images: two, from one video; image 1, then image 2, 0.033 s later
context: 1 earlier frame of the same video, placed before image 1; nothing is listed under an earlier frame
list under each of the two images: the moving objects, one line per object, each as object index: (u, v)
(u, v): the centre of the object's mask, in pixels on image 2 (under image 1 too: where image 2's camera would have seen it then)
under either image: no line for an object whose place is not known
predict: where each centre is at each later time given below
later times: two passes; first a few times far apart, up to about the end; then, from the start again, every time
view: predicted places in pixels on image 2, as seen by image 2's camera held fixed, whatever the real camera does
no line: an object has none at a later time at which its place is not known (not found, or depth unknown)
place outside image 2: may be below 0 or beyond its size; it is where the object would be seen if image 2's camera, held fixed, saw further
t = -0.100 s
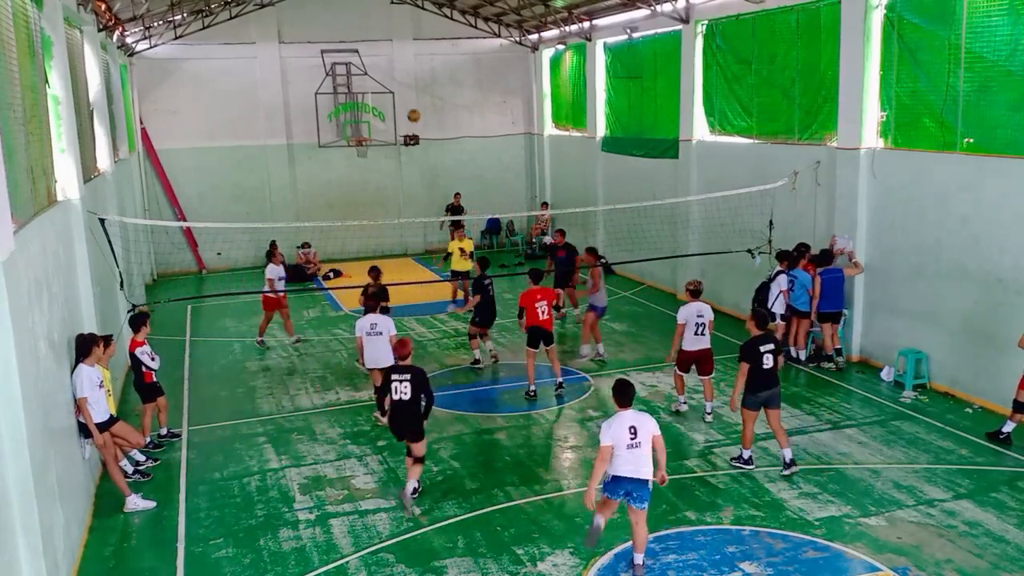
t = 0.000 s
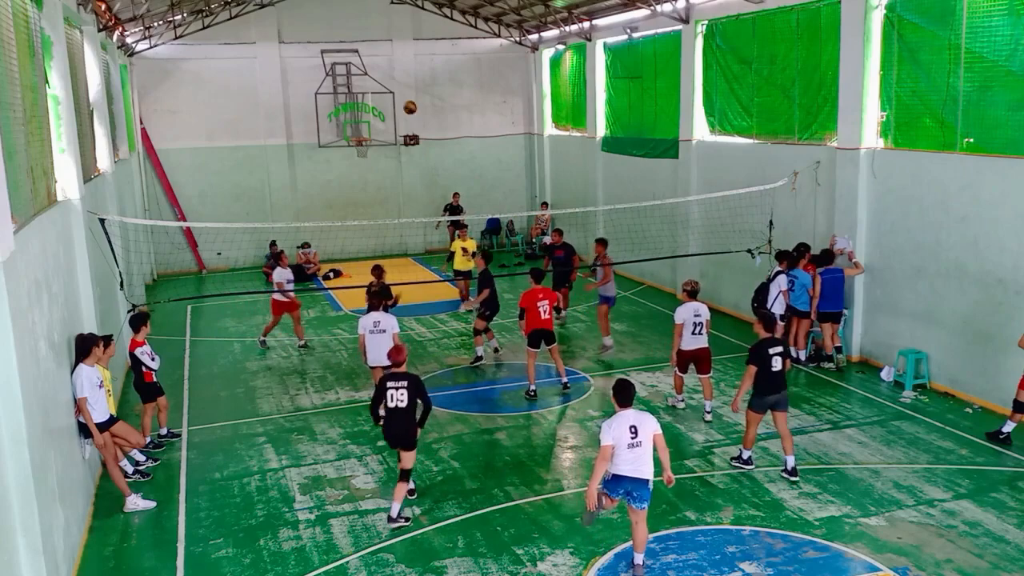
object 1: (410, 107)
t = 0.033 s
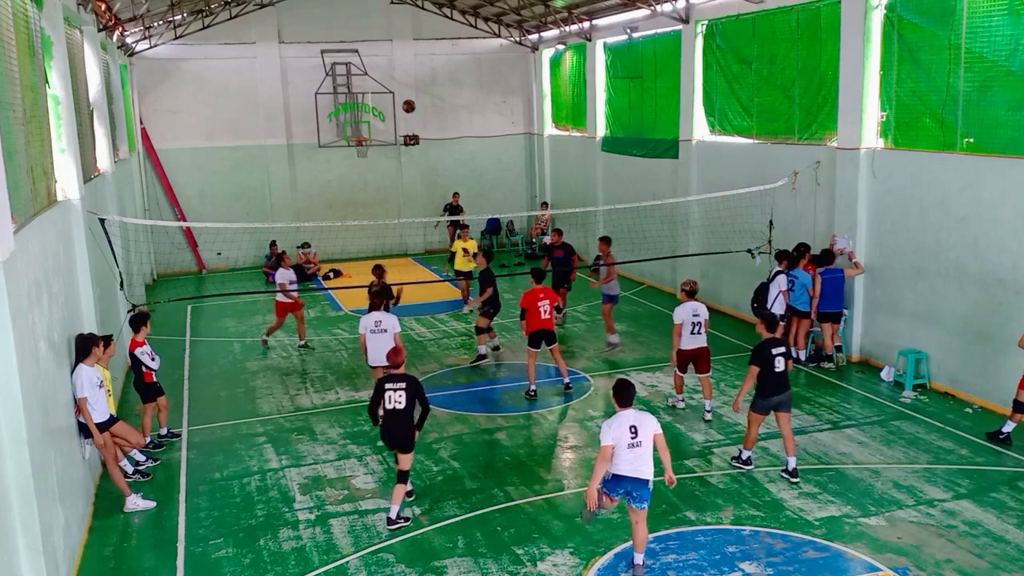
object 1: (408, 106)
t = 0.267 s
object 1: (401, 122)
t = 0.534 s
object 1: (395, 189)
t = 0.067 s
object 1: (407, 105)
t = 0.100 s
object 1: (406, 106)
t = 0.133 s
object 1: (405, 107)
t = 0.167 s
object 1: (403, 110)
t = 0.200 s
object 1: (402, 113)
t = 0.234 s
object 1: (401, 117)
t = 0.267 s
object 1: (401, 122)
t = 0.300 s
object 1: (400, 128)
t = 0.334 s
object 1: (400, 134)
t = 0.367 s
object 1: (398, 142)
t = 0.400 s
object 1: (397, 150)
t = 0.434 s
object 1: (397, 159)
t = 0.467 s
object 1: (396, 168)
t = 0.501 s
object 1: (396, 178)
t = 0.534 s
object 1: (395, 189)
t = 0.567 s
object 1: (395, 201)
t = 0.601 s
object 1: (395, 212)
